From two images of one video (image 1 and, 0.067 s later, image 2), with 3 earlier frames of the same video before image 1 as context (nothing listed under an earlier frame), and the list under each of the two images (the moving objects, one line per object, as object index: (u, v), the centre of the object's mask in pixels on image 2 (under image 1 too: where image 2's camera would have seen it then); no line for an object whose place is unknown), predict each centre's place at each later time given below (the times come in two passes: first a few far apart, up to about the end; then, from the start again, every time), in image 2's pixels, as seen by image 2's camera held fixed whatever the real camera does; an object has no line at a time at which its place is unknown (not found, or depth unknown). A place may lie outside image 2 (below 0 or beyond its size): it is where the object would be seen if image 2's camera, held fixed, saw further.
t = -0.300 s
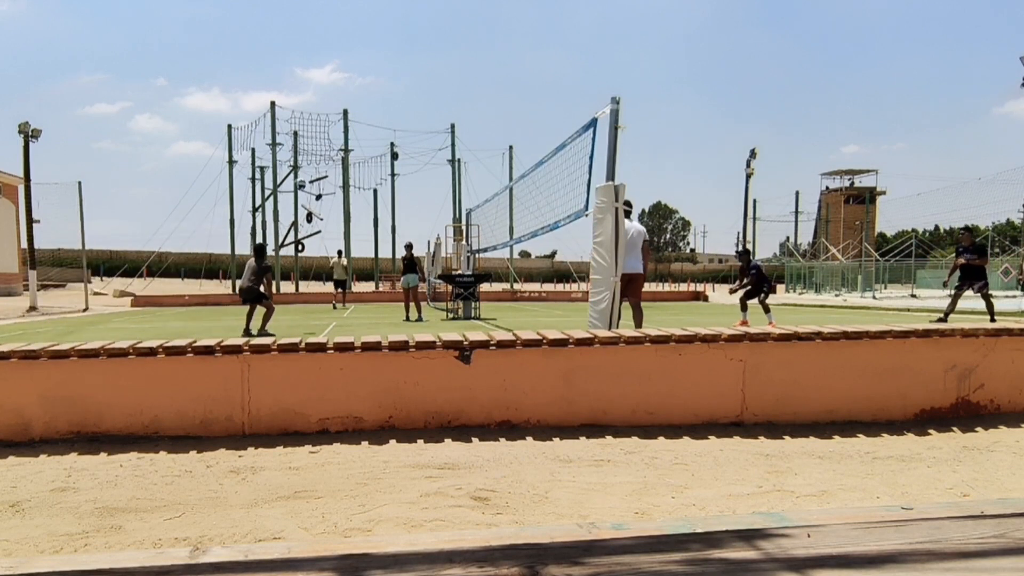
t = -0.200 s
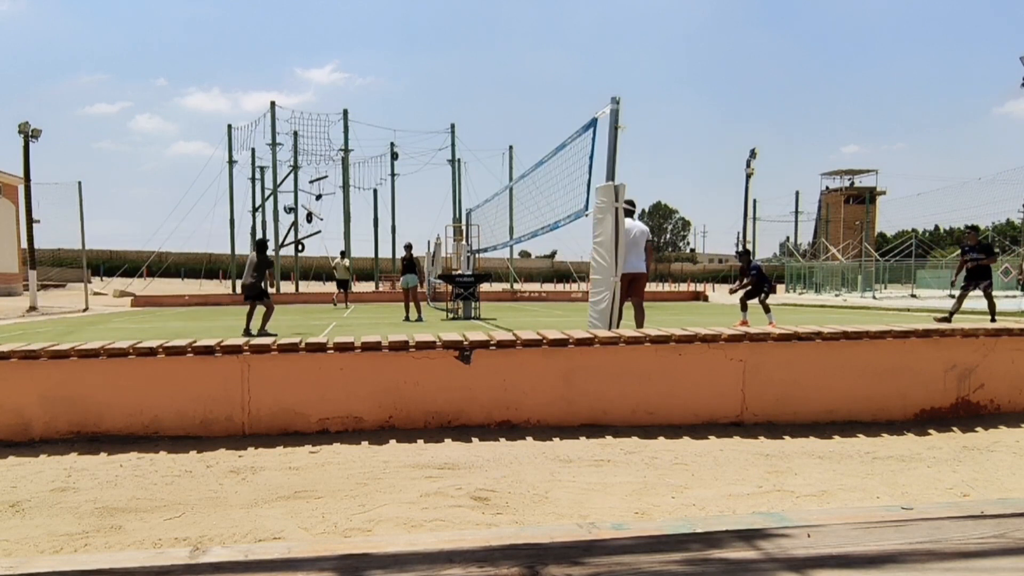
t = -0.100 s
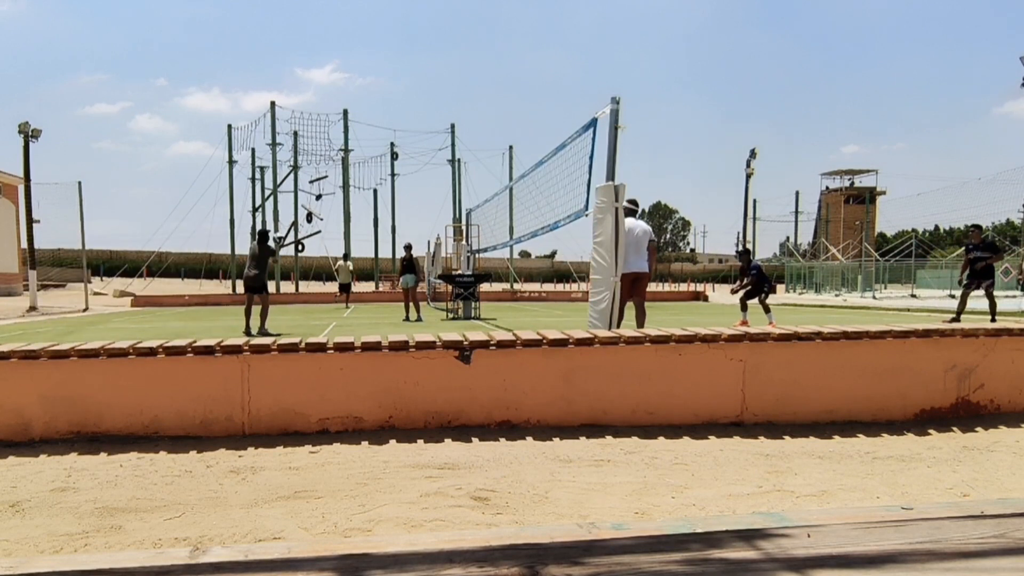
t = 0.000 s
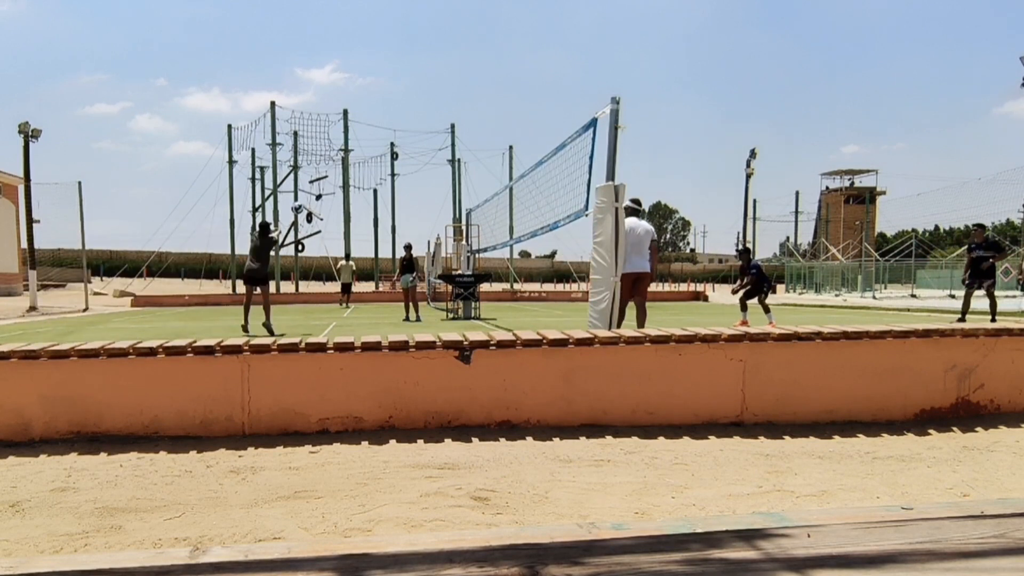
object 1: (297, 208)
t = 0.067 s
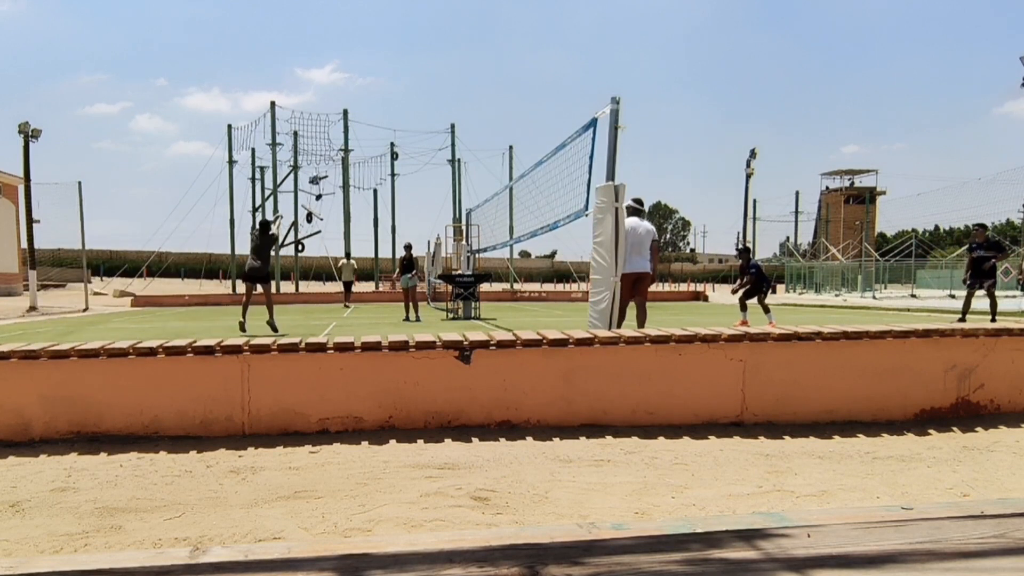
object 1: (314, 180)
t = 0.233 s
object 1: (359, 118)
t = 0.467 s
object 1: (420, 63)
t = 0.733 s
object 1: (486, 41)
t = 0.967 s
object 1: (540, 56)
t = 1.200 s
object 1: (589, 100)
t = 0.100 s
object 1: (323, 166)
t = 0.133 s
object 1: (333, 154)
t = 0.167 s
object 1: (342, 141)
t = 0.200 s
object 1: (350, 129)
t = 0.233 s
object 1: (359, 118)
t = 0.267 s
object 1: (368, 108)
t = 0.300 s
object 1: (377, 99)
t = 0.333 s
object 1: (386, 91)
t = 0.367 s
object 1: (394, 82)
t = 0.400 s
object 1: (403, 75)
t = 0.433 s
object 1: (411, 69)
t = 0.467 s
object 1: (420, 63)
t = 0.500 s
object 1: (428, 58)
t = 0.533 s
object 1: (437, 54)
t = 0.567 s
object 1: (445, 50)
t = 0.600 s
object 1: (453, 47)
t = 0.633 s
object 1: (462, 44)
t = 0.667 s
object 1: (470, 42)
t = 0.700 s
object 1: (478, 41)
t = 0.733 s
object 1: (486, 41)
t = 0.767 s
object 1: (494, 41)
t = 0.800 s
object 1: (502, 42)
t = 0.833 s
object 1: (509, 43)
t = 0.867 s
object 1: (517, 46)
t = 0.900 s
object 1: (525, 49)
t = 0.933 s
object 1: (532, 52)
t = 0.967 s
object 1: (540, 56)
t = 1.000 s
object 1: (547, 60)
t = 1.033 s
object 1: (554, 66)
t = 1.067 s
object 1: (562, 71)
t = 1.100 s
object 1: (568, 78)
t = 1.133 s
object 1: (575, 85)
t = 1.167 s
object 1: (582, 92)
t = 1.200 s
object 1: (589, 100)
